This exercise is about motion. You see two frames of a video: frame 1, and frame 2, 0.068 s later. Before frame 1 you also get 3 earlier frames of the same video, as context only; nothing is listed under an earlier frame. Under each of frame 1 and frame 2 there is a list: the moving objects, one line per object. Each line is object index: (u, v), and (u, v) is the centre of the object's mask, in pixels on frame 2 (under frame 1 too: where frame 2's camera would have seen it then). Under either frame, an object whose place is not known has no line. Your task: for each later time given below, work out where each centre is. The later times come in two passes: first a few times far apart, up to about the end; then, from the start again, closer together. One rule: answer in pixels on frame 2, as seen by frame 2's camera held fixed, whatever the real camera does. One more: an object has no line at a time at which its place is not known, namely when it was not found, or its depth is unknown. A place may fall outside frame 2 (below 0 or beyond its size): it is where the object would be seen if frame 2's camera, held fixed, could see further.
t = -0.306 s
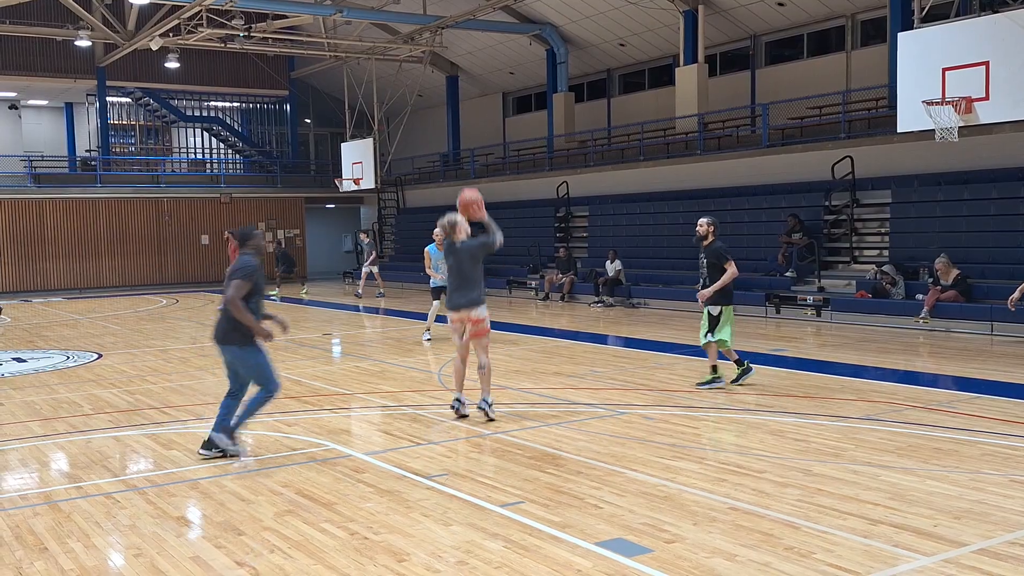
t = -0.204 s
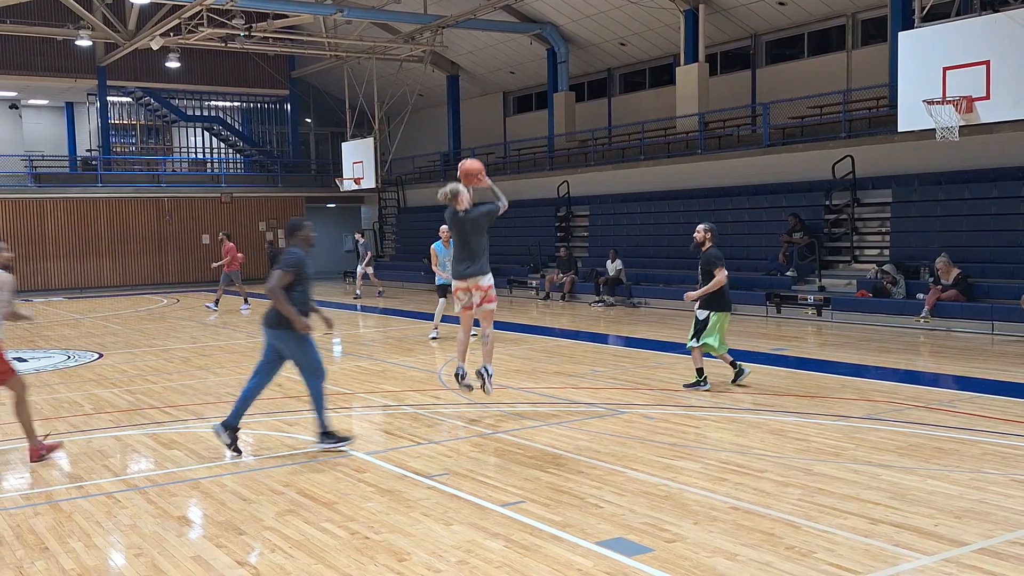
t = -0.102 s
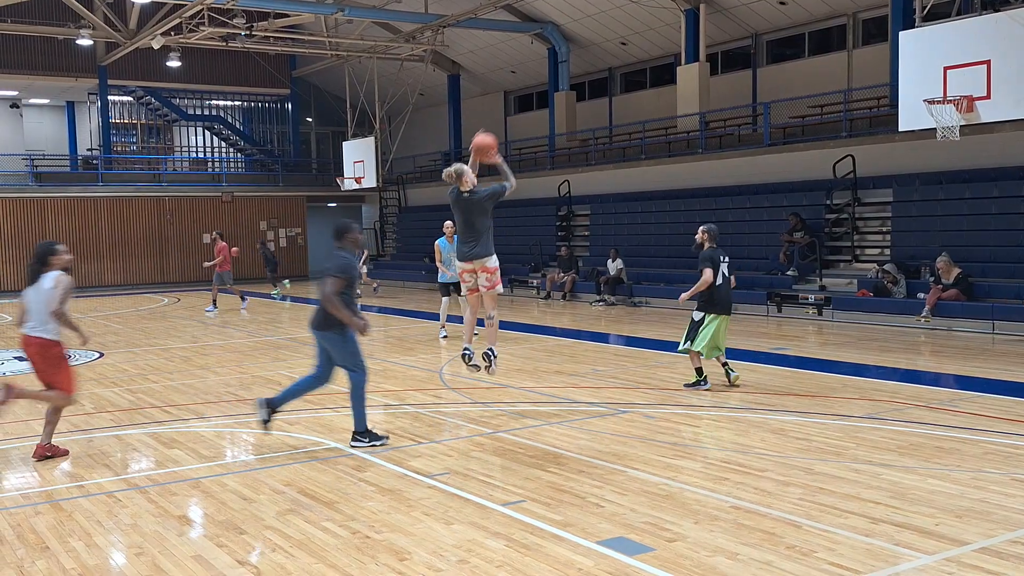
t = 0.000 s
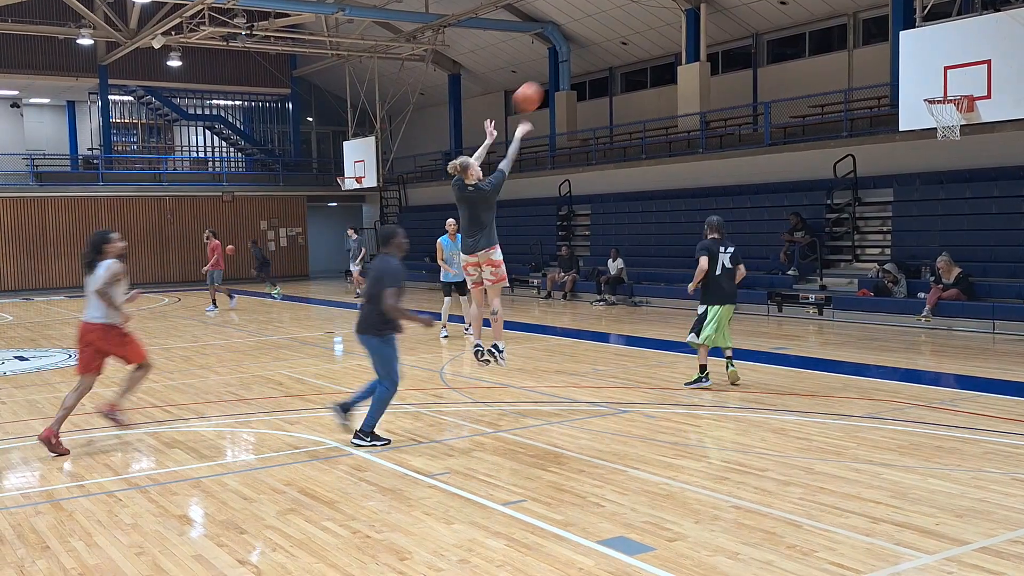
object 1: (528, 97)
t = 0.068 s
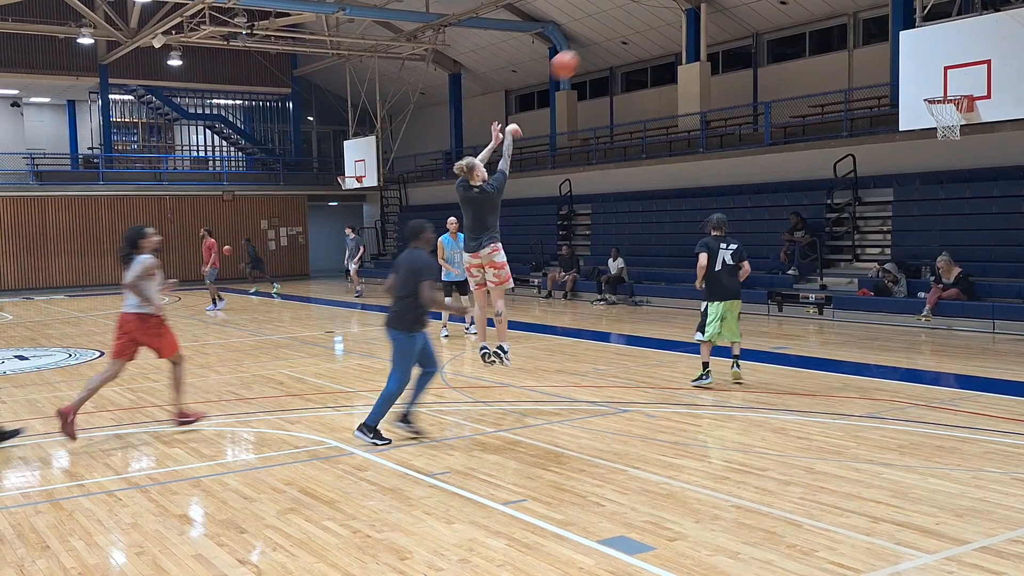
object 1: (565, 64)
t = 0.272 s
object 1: (665, 1)
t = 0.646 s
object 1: (825, 1)
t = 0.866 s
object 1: (904, 56)
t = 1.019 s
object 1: (945, 104)
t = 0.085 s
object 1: (574, 57)
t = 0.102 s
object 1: (583, 51)
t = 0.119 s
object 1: (591, 44)
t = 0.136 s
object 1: (600, 39)
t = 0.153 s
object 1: (608, 33)
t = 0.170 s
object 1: (617, 28)
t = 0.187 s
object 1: (624, 23)
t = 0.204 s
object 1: (633, 18)
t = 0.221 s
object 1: (641, 13)
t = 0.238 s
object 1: (649, 9)
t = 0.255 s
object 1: (657, 6)
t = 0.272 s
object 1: (665, 1)
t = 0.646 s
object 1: (825, 1)
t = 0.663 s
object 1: (832, 4)
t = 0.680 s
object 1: (837, 7)
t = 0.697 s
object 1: (844, 11)
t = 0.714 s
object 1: (850, 14)
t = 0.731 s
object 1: (856, 18)
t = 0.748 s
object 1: (863, 22)
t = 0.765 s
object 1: (869, 27)
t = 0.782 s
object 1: (874, 31)
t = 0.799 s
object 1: (881, 35)
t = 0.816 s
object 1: (886, 40)
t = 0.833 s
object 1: (892, 45)
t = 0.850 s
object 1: (897, 50)
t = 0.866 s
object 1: (904, 56)
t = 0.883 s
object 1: (910, 62)
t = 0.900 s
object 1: (915, 68)
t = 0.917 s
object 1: (920, 74)
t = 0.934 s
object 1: (924, 81)
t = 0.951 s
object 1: (930, 87)
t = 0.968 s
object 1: (935, 90)
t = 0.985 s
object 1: (940, 95)
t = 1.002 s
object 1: (943, 100)
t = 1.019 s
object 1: (945, 104)
